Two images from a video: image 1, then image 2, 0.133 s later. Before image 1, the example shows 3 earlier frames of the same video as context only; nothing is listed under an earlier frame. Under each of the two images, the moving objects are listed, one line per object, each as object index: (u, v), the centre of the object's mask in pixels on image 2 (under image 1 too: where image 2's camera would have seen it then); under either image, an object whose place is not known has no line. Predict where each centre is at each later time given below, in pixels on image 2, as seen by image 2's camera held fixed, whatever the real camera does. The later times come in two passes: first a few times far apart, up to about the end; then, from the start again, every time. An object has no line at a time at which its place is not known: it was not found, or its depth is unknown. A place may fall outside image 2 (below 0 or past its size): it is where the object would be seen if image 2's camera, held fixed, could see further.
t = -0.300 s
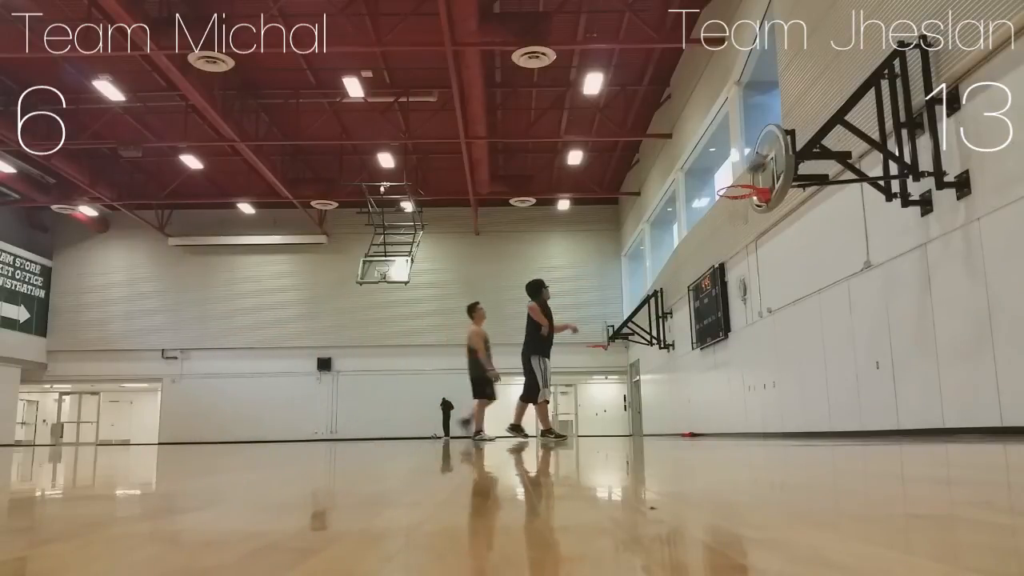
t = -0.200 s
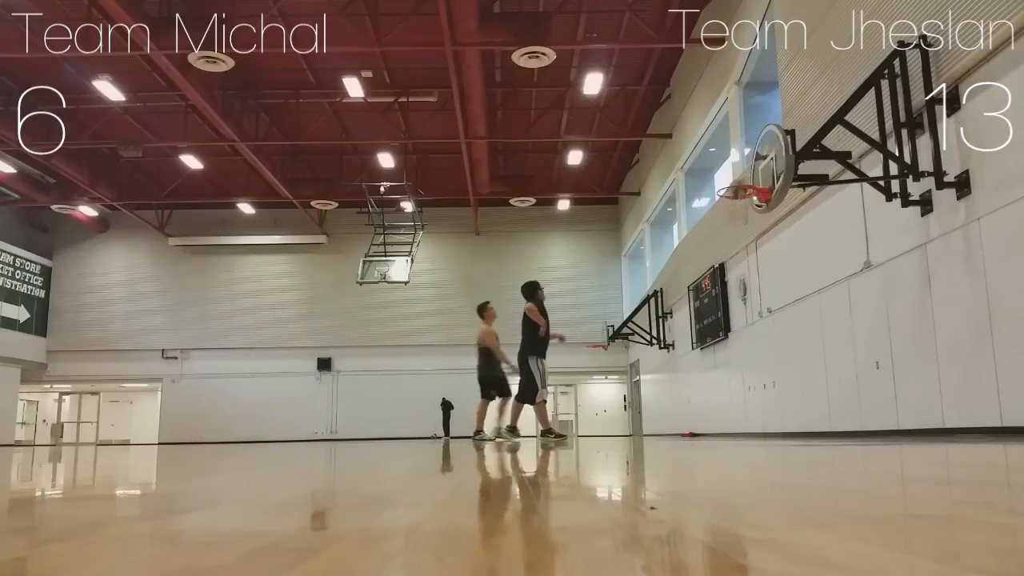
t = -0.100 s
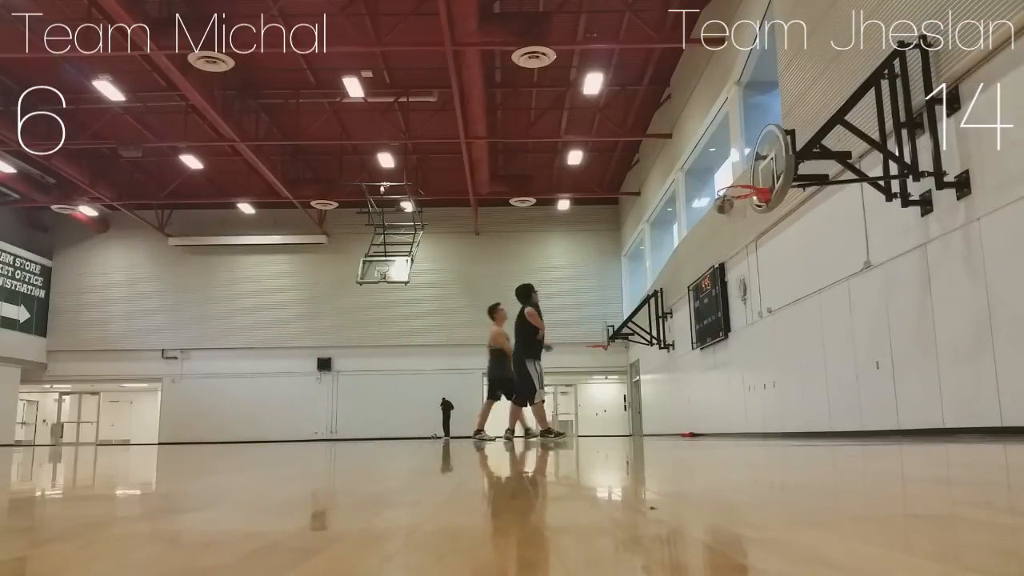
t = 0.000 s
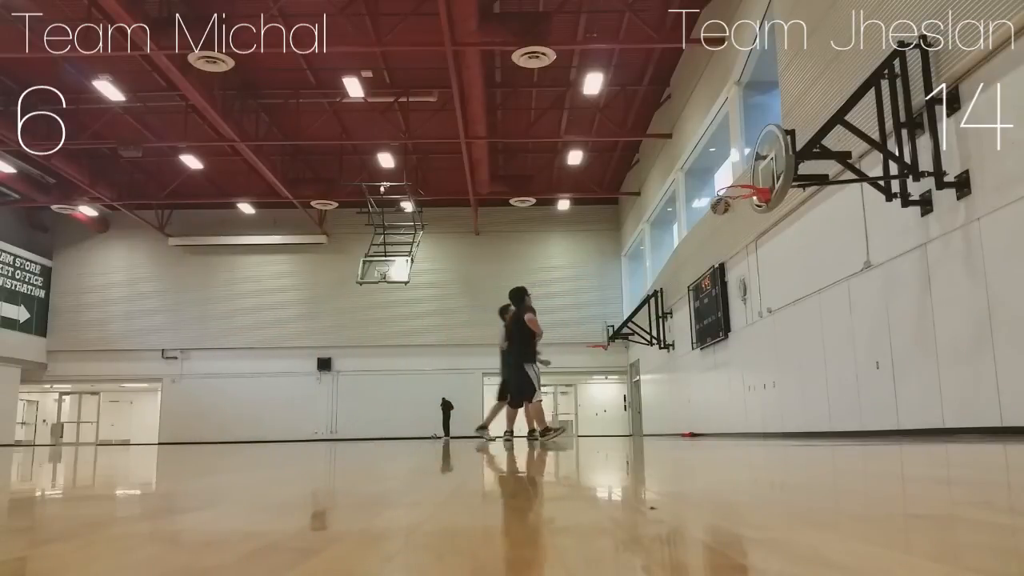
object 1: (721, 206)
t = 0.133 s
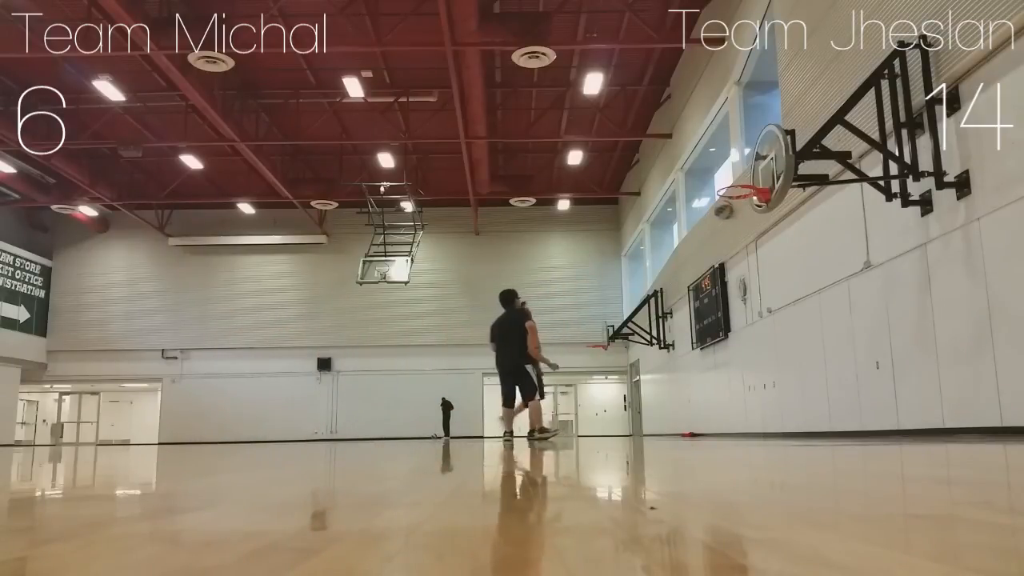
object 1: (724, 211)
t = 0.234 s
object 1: (732, 216)
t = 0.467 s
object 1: (756, 250)
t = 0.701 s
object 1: (783, 327)
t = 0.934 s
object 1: (812, 411)
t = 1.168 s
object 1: (824, 326)
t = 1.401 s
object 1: (839, 287)
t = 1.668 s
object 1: (861, 294)
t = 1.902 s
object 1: (887, 353)
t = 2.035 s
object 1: (903, 409)
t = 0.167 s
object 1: (726, 212)
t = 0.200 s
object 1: (729, 214)
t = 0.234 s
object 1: (732, 216)
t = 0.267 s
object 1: (735, 219)
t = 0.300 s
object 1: (738, 222)
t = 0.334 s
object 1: (742, 226)
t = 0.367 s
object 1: (745, 230)
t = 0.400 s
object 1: (748, 236)
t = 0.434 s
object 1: (752, 242)
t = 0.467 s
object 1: (756, 250)
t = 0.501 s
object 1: (760, 258)
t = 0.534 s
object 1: (763, 266)
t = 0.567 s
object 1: (767, 277)
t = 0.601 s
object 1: (771, 288)
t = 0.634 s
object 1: (775, 300)
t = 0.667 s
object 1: (779, 313)
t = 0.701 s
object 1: (783, 327)
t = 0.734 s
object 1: (788, 343)
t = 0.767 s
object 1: (792, 359)
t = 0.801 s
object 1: (797, 376)
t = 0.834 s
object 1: (801, 395)
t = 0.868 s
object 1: (806, 415)
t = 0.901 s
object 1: (810, 426)
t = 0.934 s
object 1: (812, 411)
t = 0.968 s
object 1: (813, 396)
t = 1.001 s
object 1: (815, 382)
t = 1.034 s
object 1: (817, 369)
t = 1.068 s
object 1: (818, 357)
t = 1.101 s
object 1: (820, 346)
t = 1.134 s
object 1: (822, 336)
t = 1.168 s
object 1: (824, 326)
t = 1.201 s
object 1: (826, 318)
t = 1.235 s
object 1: (828, 311)
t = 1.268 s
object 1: (830, 304)
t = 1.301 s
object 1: (832, 298)
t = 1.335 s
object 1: (835, 293)
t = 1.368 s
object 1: (837, 290)
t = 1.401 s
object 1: (839, 287)
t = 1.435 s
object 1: (841, 284)
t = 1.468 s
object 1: (844, 283)
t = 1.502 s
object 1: (846, 283)
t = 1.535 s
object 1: (850, 283)
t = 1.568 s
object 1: (852, 284)
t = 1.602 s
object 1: (855, 286)
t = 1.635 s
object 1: (858, 289)
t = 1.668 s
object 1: (861, 294)
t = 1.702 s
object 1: (865, 299)
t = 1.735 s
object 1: (868, 306)
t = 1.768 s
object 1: (872, 312)
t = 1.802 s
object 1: (876, 321)
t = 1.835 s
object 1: (879, 330)
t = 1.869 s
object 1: (883, 341)
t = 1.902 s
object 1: (887, 353)
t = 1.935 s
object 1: (891, 365)
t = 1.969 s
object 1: (895, 379)
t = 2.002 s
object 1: (900, 395)
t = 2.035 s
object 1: (903, 409)
